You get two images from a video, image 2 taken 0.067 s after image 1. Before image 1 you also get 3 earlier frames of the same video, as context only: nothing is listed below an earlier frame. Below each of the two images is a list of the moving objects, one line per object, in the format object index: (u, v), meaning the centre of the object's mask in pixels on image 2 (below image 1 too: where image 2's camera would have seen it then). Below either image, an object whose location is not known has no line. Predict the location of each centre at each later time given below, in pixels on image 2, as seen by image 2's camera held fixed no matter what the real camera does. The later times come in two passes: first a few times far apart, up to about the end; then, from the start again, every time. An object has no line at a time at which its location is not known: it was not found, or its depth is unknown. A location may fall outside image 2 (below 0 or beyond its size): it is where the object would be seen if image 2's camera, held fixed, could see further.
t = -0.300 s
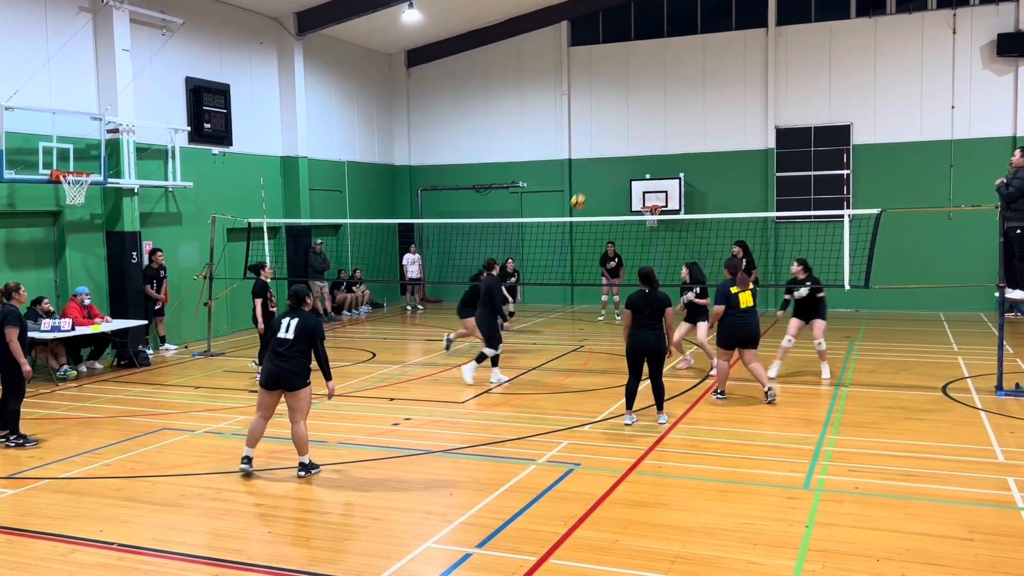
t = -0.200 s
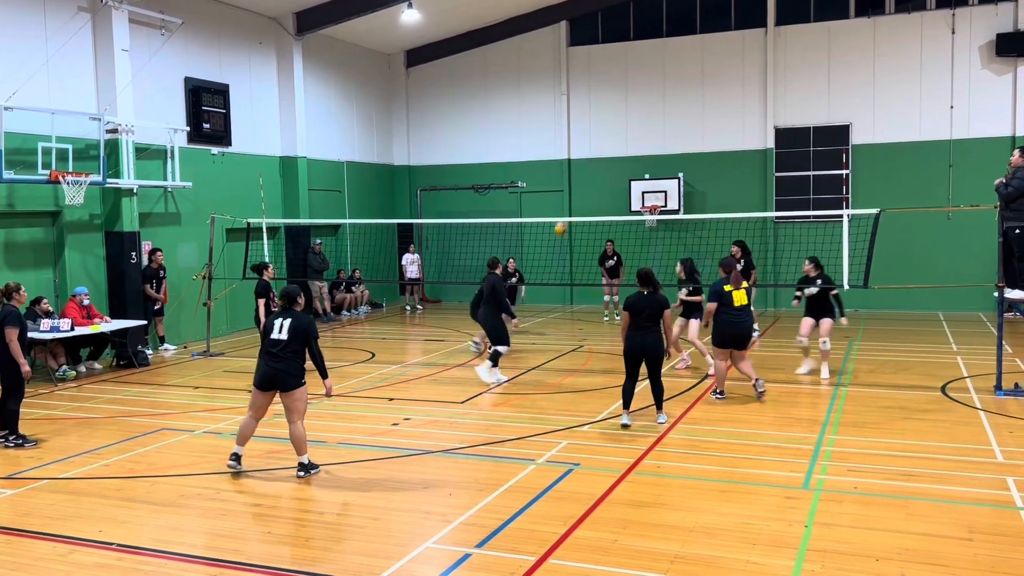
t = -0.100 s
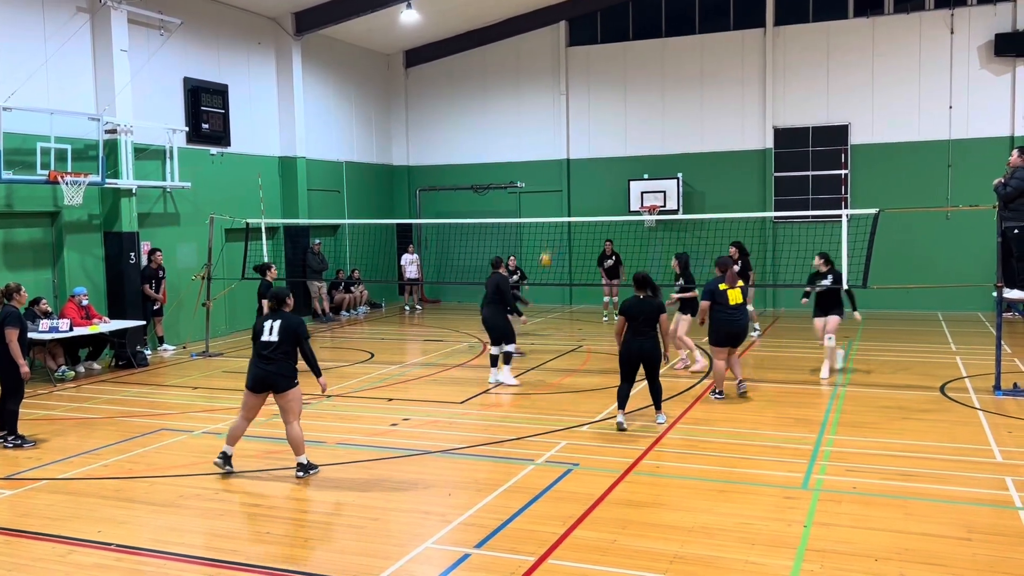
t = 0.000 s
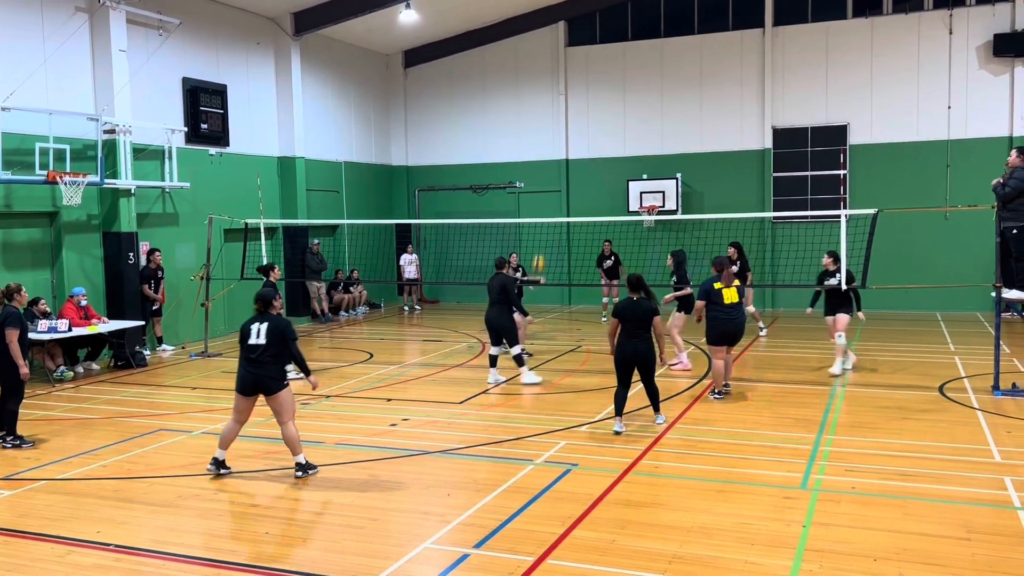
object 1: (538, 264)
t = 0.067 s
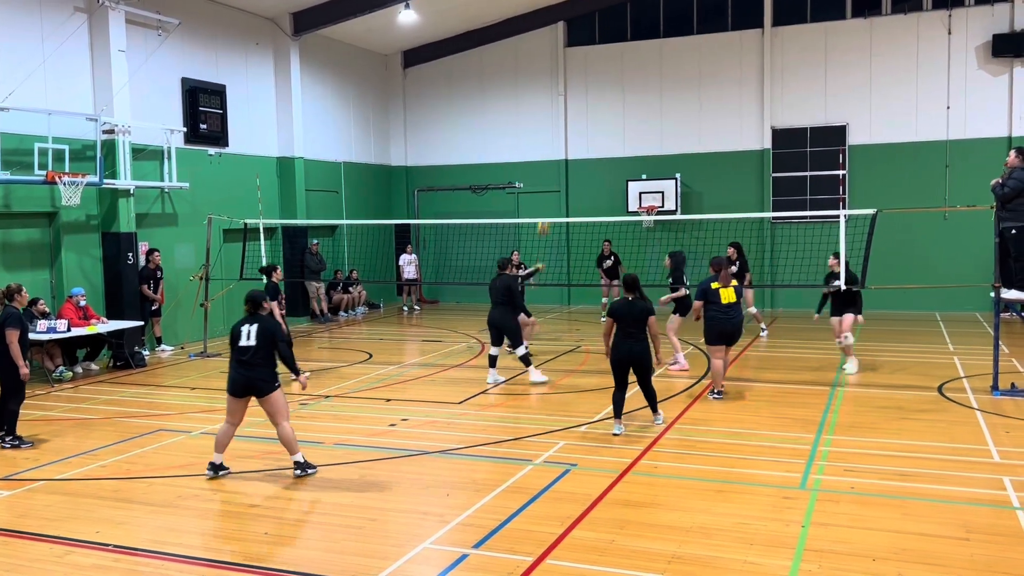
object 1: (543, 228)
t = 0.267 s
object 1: (561, 135)
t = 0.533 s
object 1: (582, 54)
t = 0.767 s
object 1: (602, 21)
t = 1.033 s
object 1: (623, 24)
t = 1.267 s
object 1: (643, 60)
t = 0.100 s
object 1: (546, 208)
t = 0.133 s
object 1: (548, 193)
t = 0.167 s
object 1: (551, 177)
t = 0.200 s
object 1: (555, 164)
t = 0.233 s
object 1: (558, 150)
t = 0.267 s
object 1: (561, 135)
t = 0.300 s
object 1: (564, 124)
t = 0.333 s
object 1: (566, 112)
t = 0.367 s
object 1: (569, 100)
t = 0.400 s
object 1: (572, 89)
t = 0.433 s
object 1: (574, 79)
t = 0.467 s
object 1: (577, 71)
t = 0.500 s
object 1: (579, 62)
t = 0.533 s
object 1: (582, 54)
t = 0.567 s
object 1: (585, 47)
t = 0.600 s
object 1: (588, 41)
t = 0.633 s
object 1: (590, 36)
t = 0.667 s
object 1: (593, 31)
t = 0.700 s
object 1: (596, 27)
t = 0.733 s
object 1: (599, 23)
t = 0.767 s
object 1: (602, 21)
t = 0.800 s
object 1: (604, 19)
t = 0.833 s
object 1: (607, 17)
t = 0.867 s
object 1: (610, 17)
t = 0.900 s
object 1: (613, 17)
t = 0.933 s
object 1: (615, 17)
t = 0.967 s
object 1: (618, 19)
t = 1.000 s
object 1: (621, 21)
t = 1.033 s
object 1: (623, 24)
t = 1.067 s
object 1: (626, 27)
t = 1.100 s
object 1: (629, 31)
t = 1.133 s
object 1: (632, 35)
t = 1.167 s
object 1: (634, 41)
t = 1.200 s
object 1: (637, 47)
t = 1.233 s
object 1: (640, 53)
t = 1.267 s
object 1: (643, 60)
